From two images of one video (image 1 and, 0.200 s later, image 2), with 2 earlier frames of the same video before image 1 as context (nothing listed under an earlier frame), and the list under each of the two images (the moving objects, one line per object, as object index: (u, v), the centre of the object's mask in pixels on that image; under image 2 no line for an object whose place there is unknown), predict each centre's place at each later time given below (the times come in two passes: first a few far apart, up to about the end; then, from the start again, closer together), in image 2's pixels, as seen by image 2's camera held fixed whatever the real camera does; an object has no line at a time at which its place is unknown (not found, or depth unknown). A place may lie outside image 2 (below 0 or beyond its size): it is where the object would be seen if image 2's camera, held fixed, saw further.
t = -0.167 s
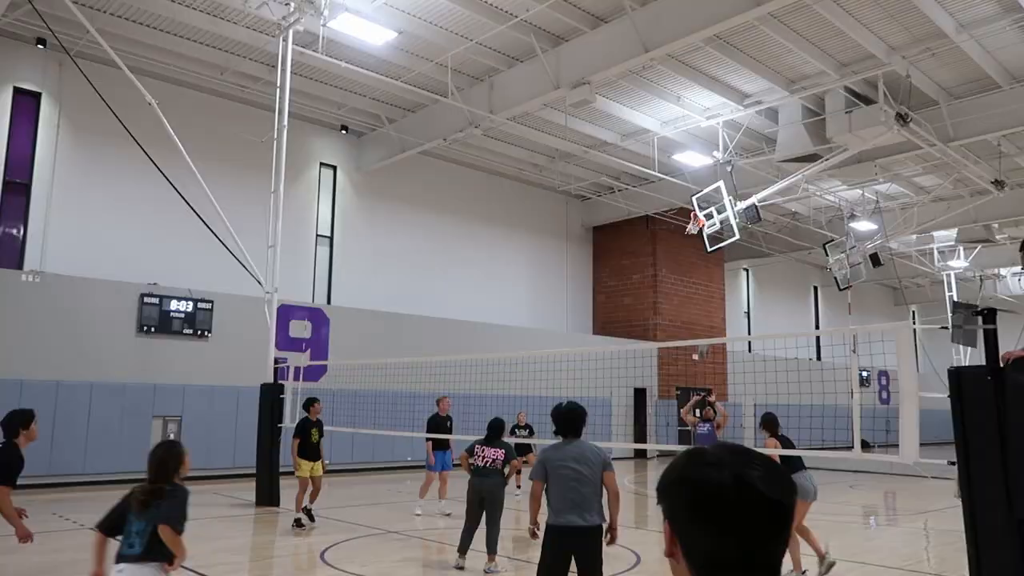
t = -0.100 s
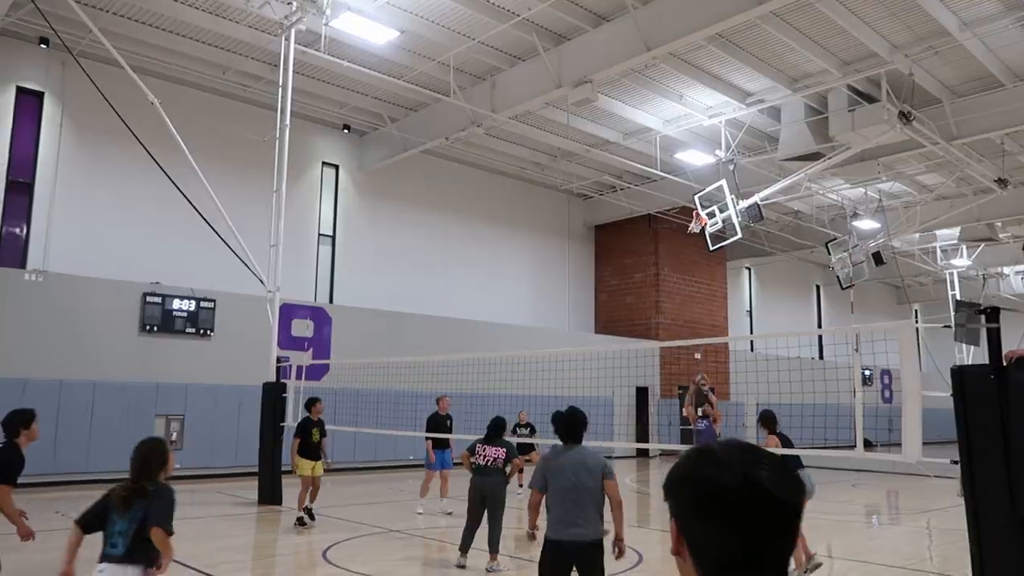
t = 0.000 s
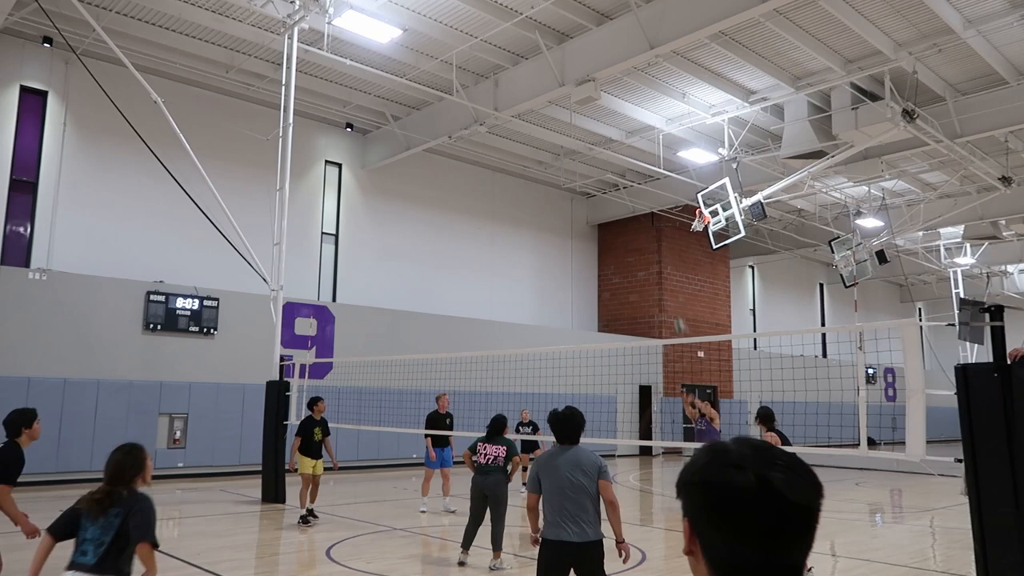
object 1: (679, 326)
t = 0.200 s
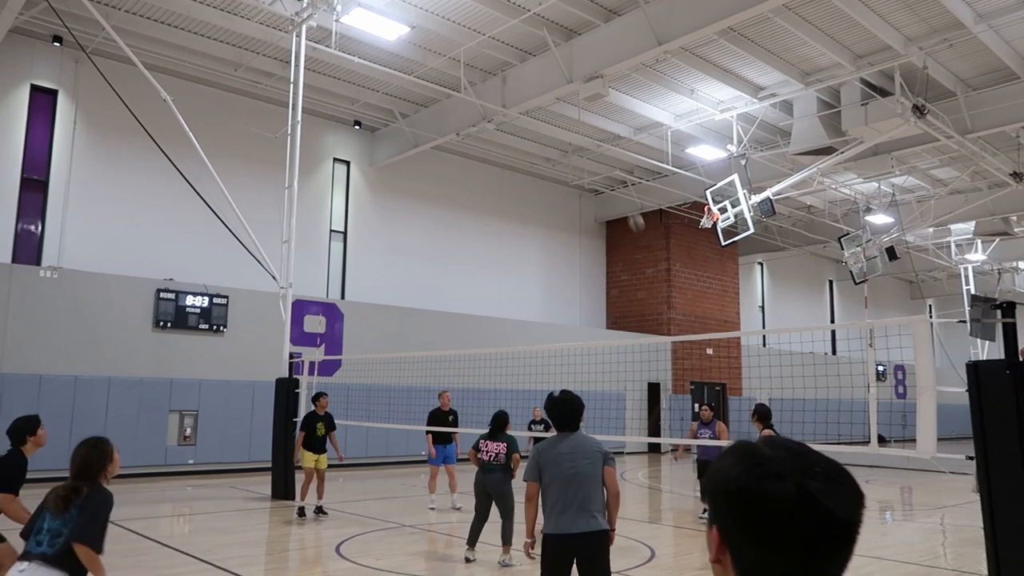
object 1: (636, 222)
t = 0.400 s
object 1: (575, 136)
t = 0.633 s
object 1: (493, 53)
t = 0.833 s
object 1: (405, 10)
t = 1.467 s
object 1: (-75, 154)
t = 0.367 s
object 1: (585, 148)
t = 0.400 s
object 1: (575, 136)
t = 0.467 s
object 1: (553, 108)
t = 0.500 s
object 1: (542, 97)
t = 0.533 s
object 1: (530, 86)
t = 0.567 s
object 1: (519, 75)
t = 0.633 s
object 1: (493, 53)
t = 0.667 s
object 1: (481, 45)
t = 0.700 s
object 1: (467, 36)
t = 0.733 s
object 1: (452, 28)
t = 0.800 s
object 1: (420, 14)
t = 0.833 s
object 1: (405, 10)
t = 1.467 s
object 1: (-75, 154)
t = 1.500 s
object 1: (-118, 184)
